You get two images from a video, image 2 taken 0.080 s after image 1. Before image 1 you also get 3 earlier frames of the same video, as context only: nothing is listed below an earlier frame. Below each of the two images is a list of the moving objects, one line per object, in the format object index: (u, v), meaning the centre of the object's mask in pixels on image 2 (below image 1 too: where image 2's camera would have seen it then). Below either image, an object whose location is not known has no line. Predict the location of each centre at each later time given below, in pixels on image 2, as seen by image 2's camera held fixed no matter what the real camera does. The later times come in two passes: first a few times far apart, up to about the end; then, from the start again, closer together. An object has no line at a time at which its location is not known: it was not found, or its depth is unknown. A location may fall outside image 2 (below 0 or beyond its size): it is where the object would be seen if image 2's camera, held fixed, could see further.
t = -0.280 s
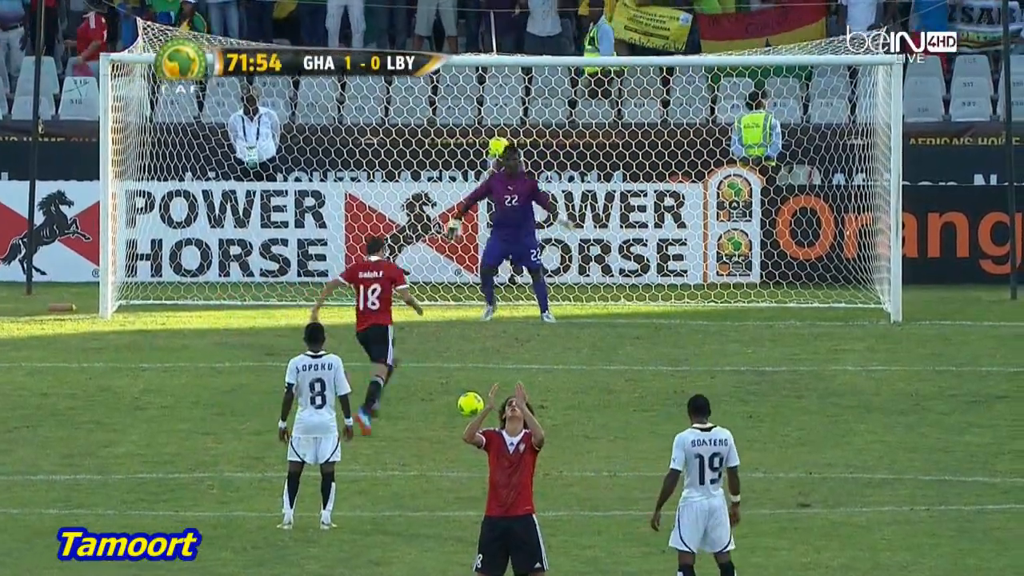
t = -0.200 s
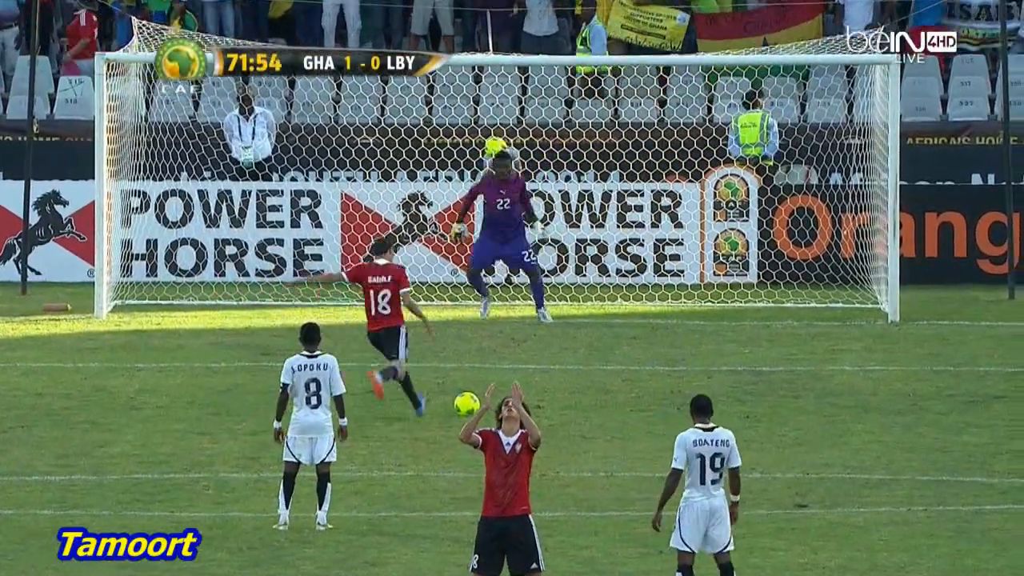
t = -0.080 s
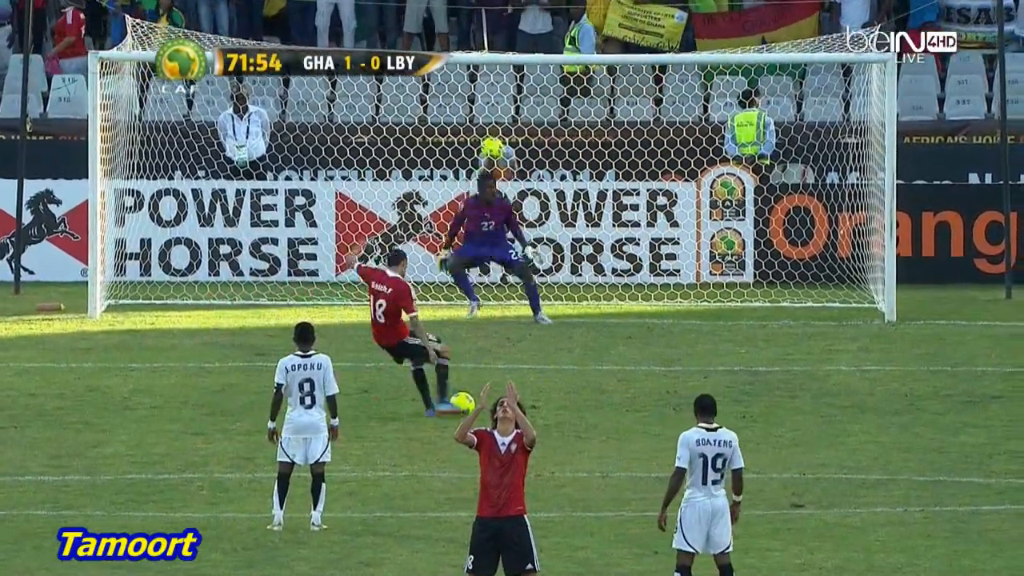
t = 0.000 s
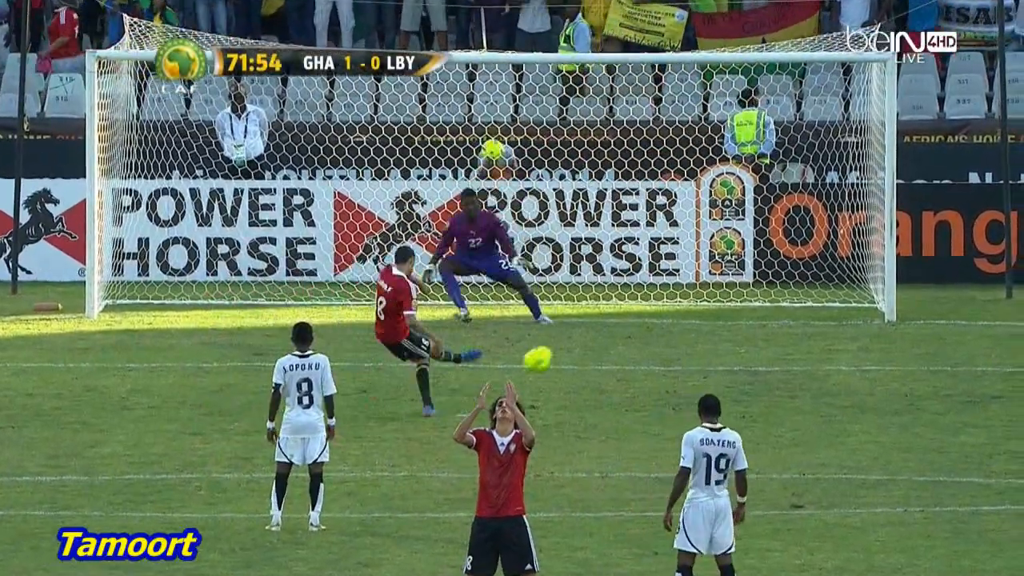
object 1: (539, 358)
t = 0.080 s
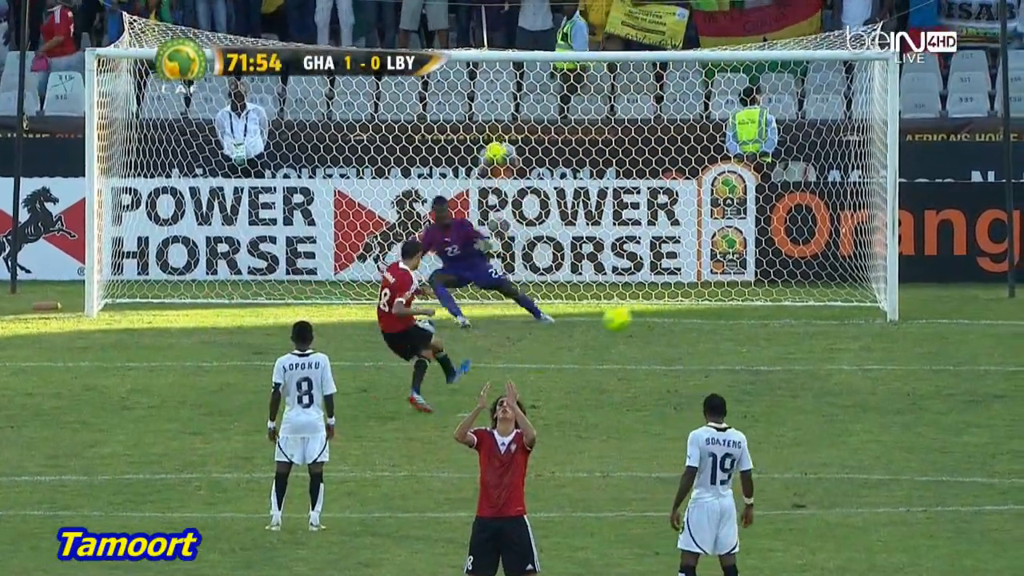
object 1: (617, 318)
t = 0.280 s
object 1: (789, 271)
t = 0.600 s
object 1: (879, 285)
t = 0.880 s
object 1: (831, 294)
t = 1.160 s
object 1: (804, 299)
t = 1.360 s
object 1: (791, 302)
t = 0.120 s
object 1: (654, 301)
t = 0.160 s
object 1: (689, 290)
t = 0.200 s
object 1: (723, 281)
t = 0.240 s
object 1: (757, 275)
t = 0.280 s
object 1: (789, 271)
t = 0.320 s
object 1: (821, 270)
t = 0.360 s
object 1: (850, 272)
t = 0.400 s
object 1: (875, 274)
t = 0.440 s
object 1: (885, 279)
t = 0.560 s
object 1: (883, 286)
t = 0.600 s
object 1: (879, 285)
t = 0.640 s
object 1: (875, 284)
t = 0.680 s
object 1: (869, 283)
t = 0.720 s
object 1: (860, 284)
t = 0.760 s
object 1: (852, 289)
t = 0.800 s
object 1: (843, 295)
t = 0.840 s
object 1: (836, 296)
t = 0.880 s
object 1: (831, 294)
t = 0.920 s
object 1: (828, 294)
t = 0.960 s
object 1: (823, 294)
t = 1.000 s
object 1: (817, 298)
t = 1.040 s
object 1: (814, 298)
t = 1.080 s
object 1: (811, 298)
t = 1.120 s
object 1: (809, 298)
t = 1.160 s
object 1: (804, 299)
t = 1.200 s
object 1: (803, 301)
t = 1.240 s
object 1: (800, 301)
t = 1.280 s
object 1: (797, 301)
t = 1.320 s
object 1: (794, 302)
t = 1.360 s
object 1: (791, 302)
